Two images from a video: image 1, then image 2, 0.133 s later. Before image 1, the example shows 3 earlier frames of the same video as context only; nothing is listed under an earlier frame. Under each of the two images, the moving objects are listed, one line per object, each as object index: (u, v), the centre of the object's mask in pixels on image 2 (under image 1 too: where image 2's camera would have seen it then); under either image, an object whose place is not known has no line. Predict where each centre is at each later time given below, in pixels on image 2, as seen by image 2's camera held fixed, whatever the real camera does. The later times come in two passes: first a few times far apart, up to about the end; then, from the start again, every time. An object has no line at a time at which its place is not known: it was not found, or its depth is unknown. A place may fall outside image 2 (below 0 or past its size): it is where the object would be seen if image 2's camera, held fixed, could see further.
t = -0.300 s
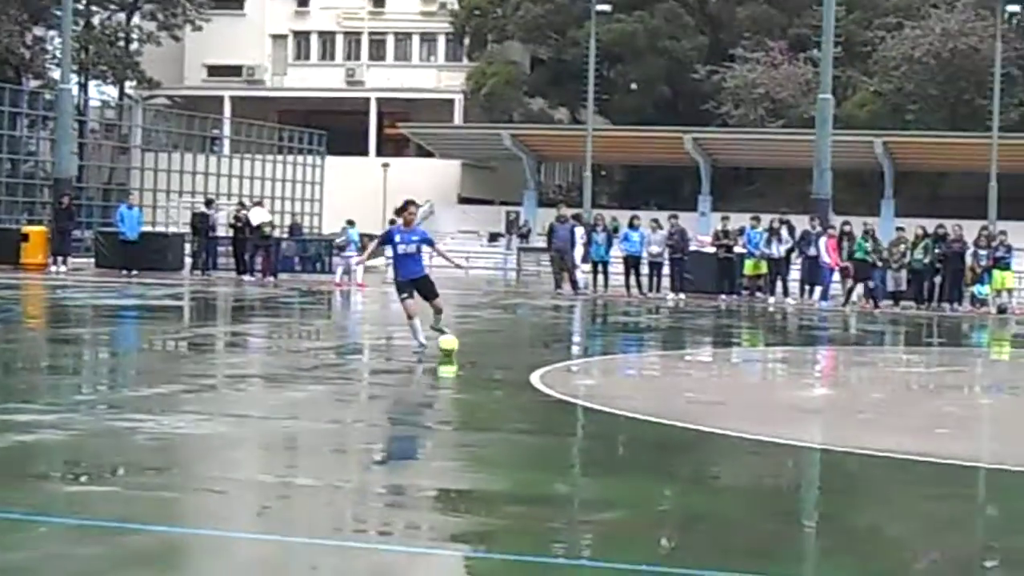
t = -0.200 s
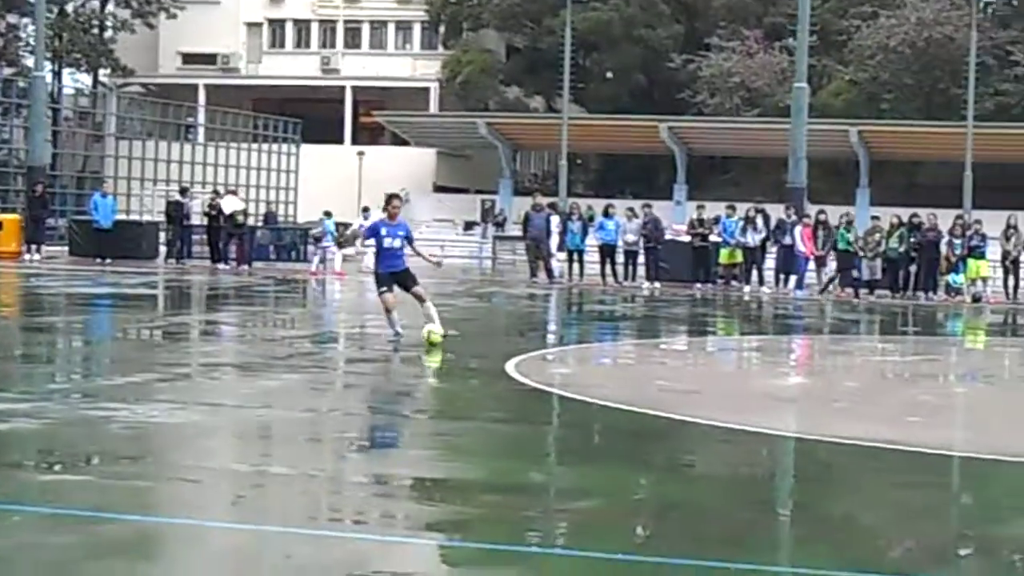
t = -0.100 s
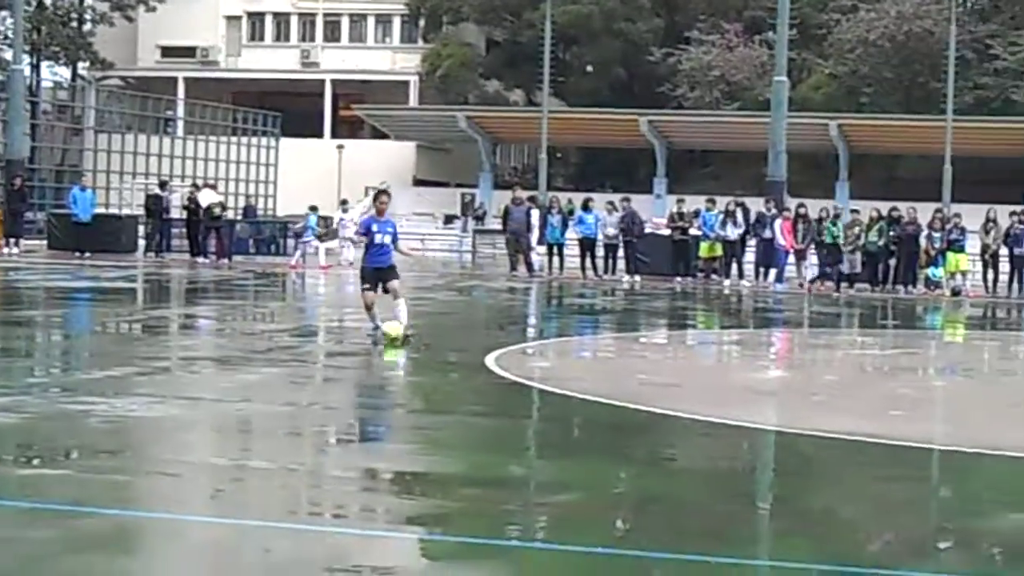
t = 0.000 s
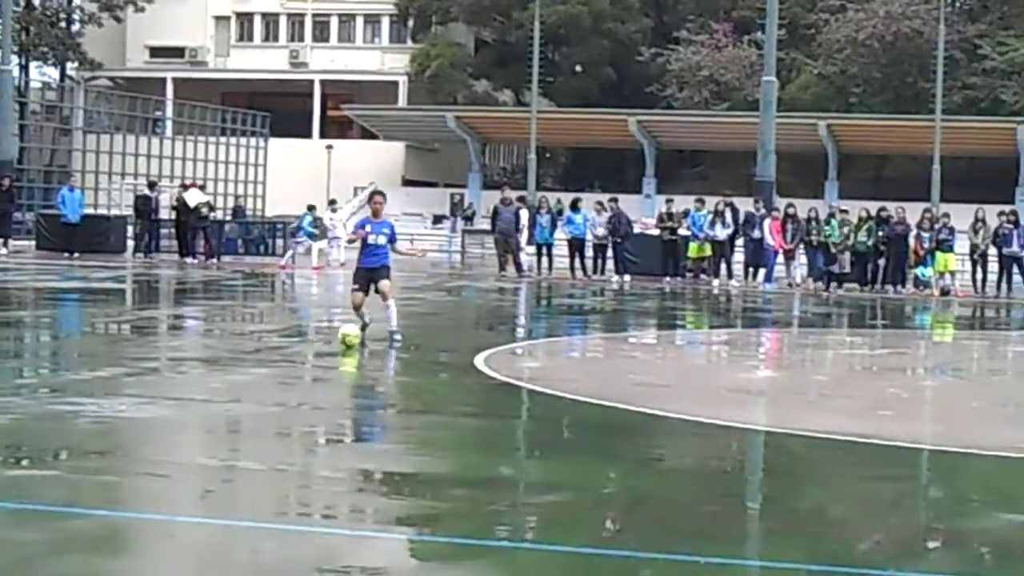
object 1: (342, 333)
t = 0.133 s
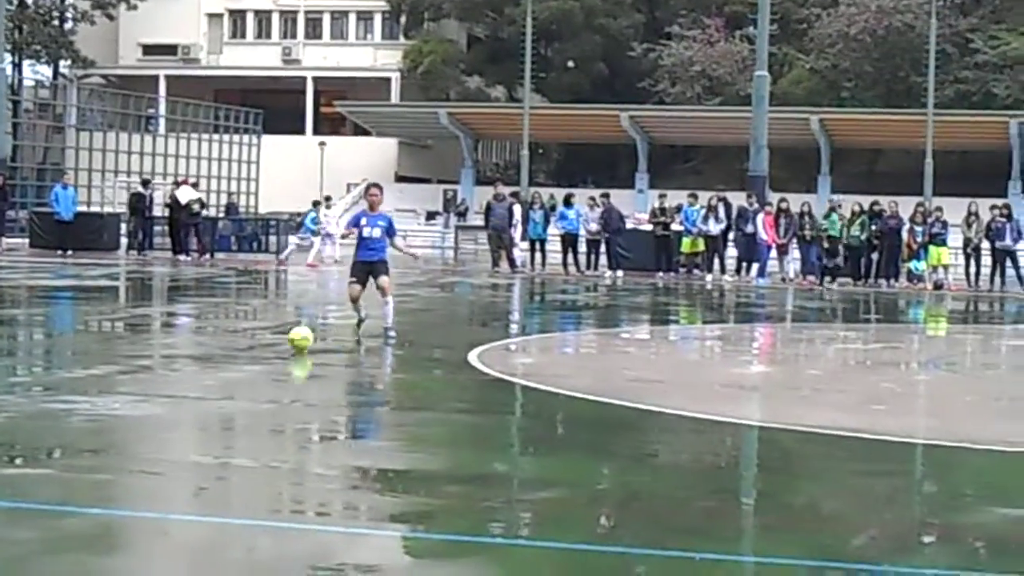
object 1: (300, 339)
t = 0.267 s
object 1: (259, 346)
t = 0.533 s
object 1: (182, 354)
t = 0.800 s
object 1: (103, 368)
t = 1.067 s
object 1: (13, 381)
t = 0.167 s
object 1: (291, 342)
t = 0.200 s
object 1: (281, 343)
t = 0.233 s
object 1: (269, 345)
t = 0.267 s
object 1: (259, 346)
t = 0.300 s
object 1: (248, 346)
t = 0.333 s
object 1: (238, 348)
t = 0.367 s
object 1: (228, 348)
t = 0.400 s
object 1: (219, 350)
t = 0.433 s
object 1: (209, 352)
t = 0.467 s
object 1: (200, 353)
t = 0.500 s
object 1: (190, 354)
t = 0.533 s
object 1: (182, 354)
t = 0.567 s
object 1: (173, 356)
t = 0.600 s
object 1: (163, 360)
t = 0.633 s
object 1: (154, 359)
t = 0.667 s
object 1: (145, 359)
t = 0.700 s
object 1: (134, 363)
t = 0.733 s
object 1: (123, 365)
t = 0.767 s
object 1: (113, 366)
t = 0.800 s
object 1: (103, 368)
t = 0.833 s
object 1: (94, 370)
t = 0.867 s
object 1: (82, 371)
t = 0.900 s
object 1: (71, 374)
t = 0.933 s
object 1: (59, 377)
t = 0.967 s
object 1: (48, 377)
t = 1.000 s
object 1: (36, 380)
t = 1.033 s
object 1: (24, 380)
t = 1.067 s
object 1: (13, 381)
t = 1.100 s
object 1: (6, 384)
